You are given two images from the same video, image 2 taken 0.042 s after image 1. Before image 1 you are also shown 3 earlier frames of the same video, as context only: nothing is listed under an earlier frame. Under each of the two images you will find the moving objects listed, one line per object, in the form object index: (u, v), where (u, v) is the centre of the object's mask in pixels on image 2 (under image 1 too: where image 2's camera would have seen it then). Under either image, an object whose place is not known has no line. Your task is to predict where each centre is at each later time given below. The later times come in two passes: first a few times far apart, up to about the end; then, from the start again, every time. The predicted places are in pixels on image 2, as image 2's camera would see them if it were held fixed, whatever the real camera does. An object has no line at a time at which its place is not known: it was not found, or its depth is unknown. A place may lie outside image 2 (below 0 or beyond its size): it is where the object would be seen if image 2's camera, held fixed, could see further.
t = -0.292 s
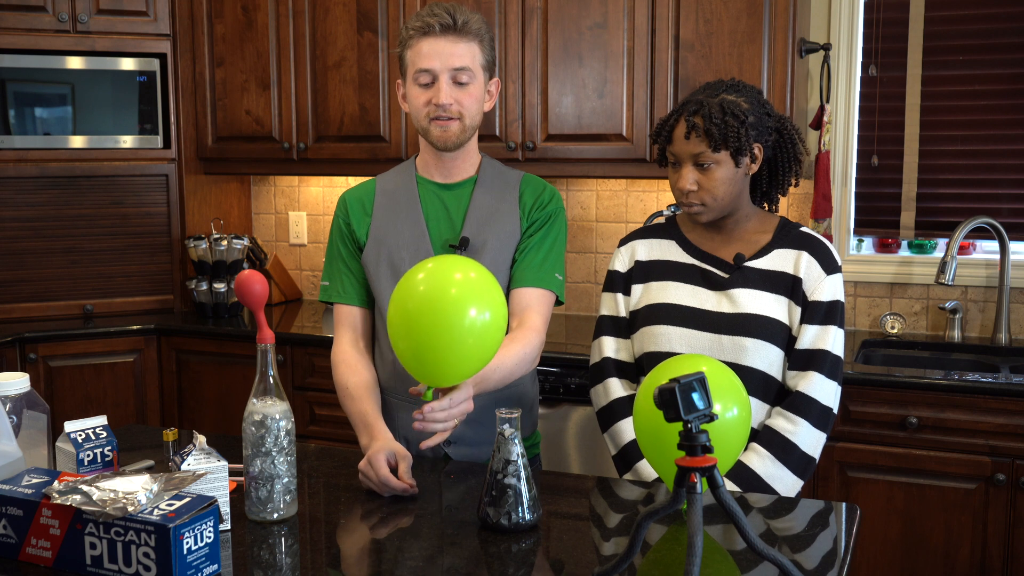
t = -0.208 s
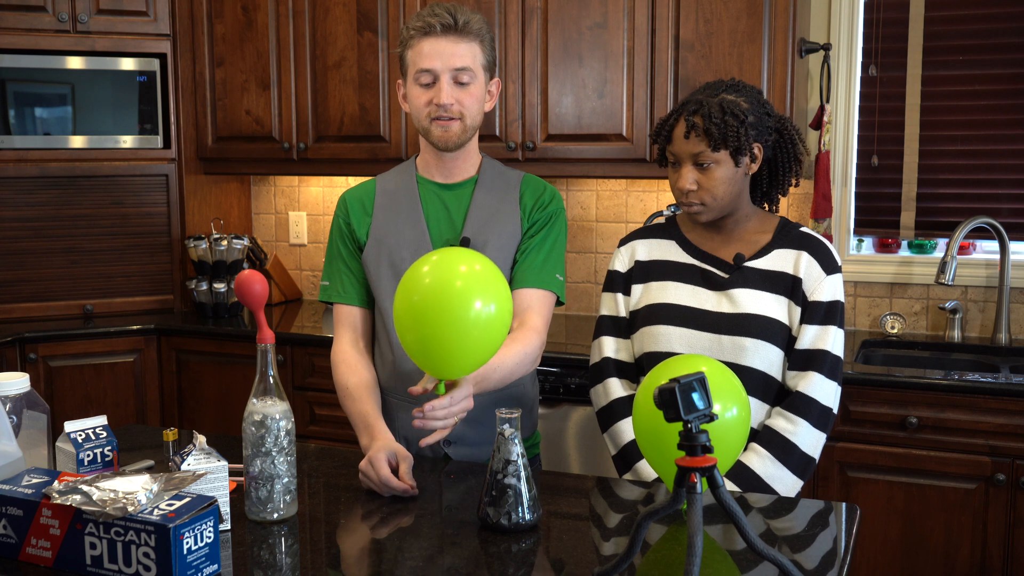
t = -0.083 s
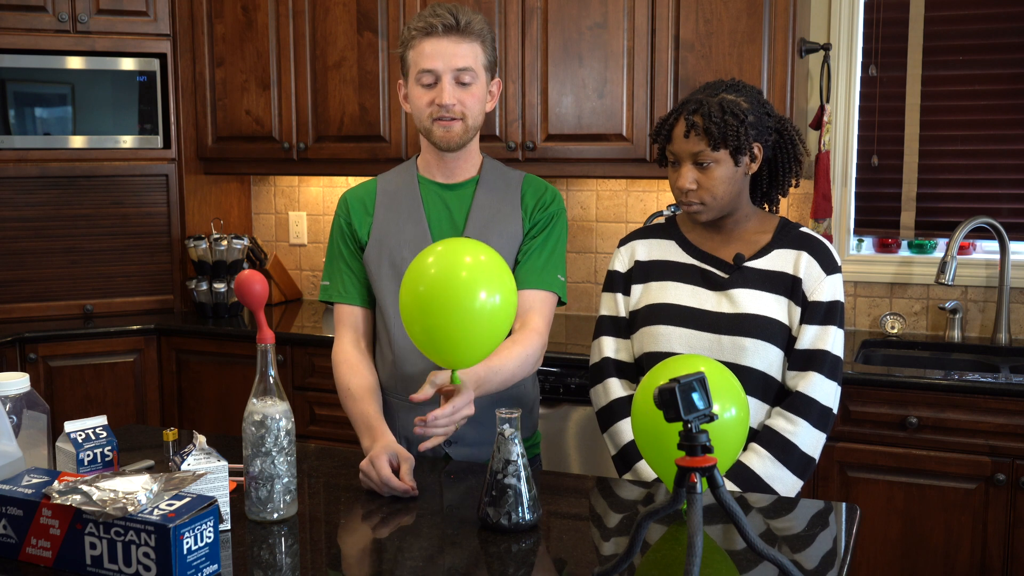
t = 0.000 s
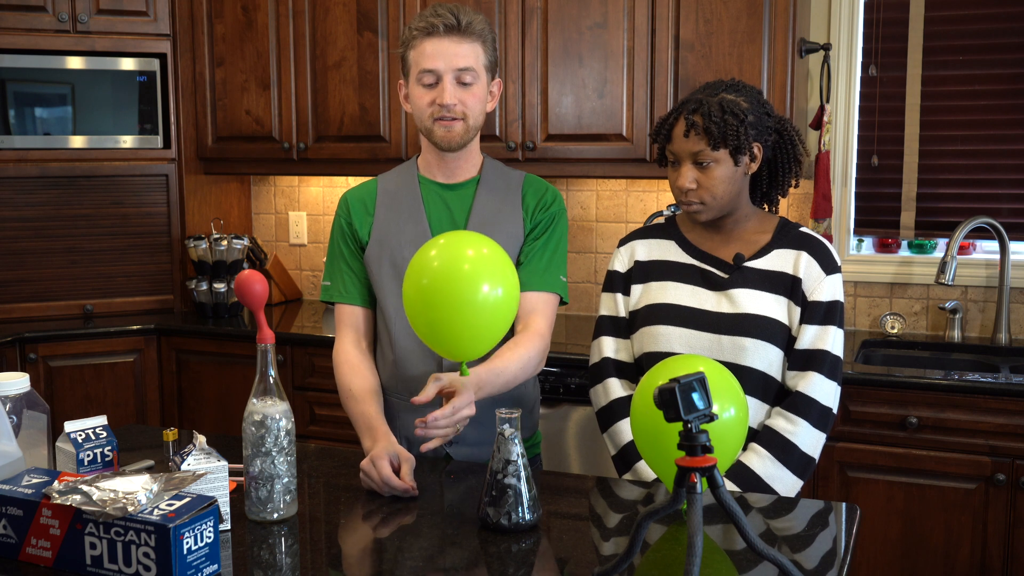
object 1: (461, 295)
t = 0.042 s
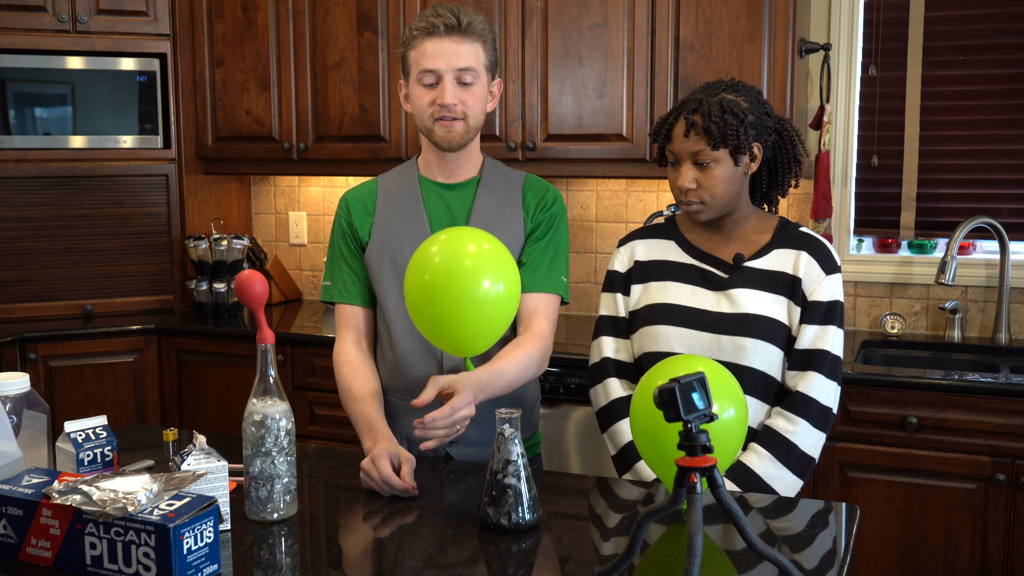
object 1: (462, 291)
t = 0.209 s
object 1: (468, 269)
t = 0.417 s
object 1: (477, 230)
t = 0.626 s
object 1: (486, 176)
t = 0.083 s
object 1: (464, 286)
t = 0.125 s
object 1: (465, 281)
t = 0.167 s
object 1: (467, 275)
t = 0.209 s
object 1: (468, 269)
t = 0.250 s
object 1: (470, 263)
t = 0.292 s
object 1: (472, 255)
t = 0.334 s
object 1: (474, 247)
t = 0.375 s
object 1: (475, 239)
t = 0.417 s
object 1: (477, 230)
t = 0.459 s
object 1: (479, 220)
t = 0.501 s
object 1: (480, 210)
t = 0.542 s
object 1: (482, 199)
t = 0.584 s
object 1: (484, 188)
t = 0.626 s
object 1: (486, 176)
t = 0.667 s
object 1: (487, 164)
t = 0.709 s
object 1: (488, 151)
